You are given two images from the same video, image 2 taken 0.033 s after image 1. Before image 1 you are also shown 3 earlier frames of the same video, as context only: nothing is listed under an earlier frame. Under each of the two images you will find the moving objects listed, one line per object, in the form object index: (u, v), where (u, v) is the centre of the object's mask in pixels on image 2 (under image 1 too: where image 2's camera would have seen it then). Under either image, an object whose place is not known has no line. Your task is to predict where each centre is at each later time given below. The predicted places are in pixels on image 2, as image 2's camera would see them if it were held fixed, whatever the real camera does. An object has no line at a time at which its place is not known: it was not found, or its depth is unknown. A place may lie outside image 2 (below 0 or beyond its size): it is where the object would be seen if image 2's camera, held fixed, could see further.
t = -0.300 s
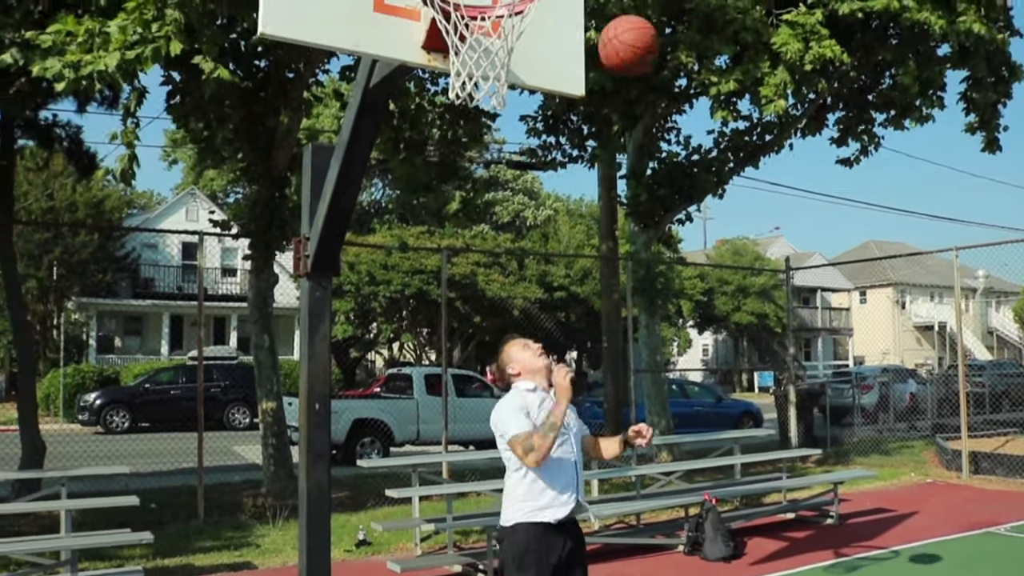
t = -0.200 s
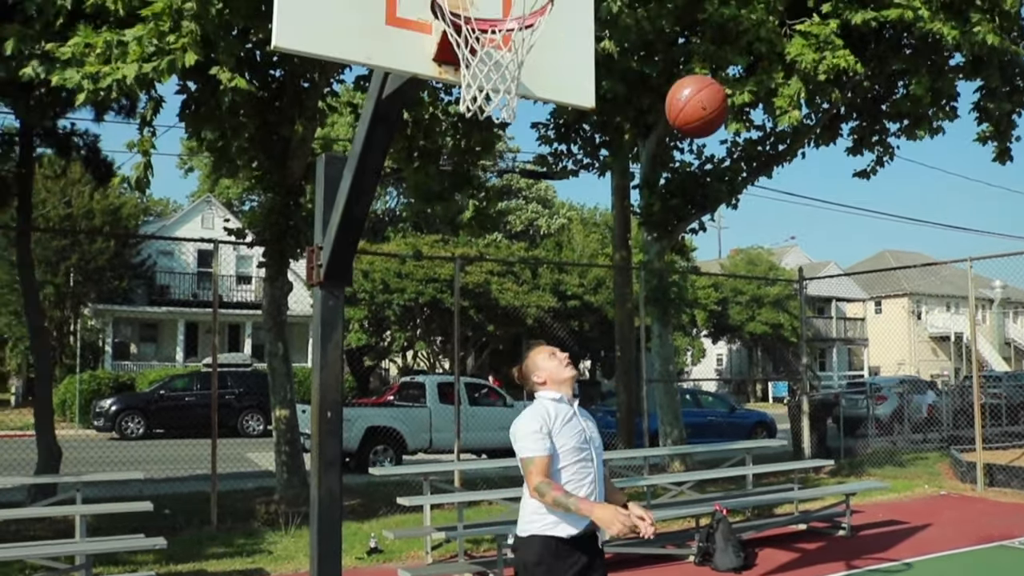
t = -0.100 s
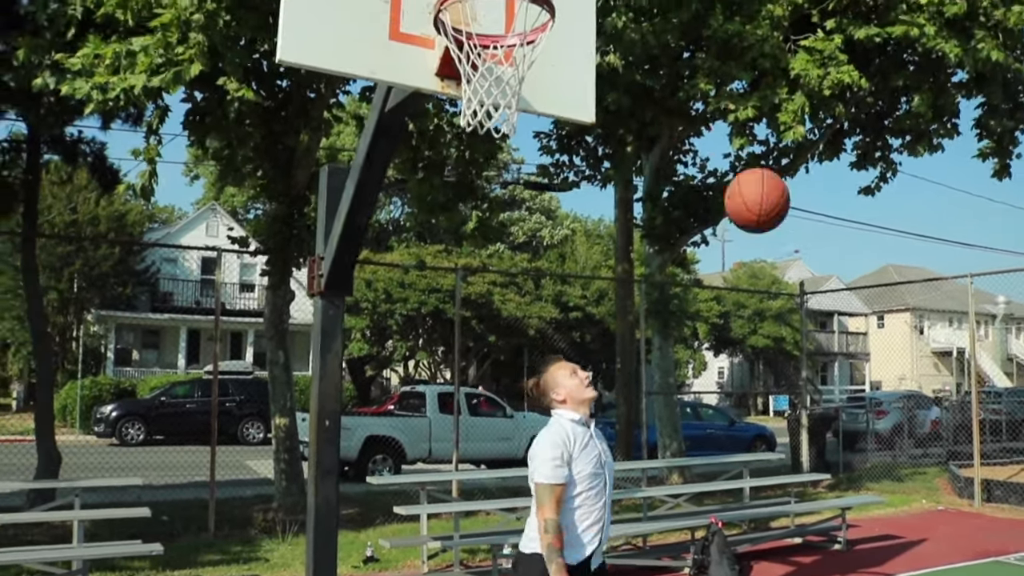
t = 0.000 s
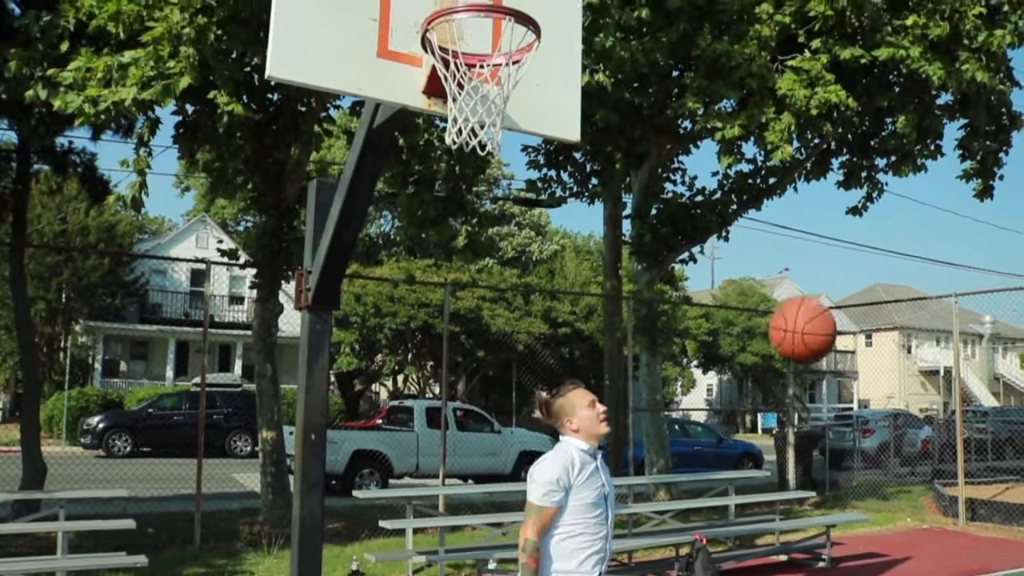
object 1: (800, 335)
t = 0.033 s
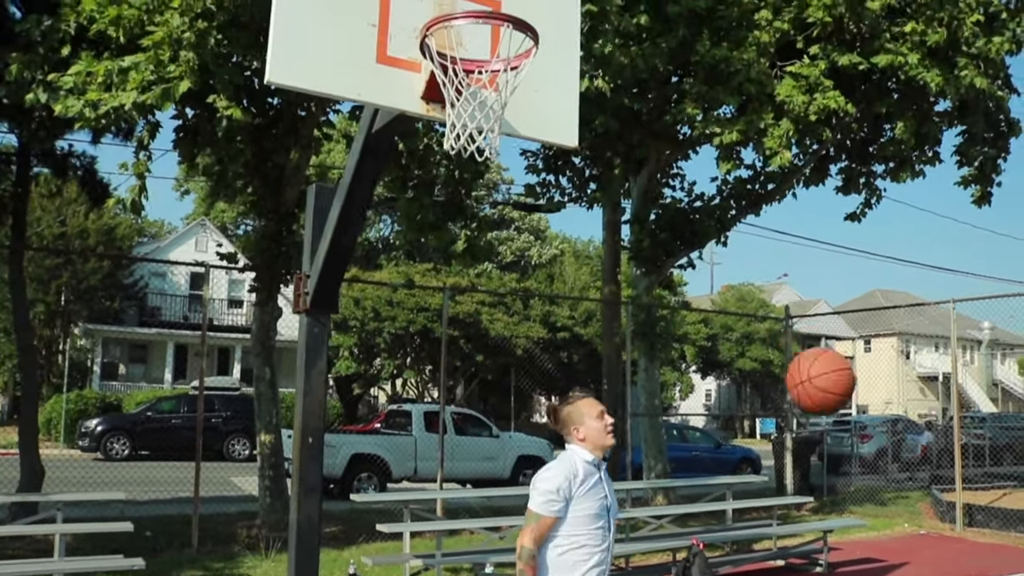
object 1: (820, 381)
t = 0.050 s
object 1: (831, 404)
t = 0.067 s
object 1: (841, 430)
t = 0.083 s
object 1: (852, 456)
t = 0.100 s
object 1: (863, 484)
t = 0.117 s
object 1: (874, 514)
